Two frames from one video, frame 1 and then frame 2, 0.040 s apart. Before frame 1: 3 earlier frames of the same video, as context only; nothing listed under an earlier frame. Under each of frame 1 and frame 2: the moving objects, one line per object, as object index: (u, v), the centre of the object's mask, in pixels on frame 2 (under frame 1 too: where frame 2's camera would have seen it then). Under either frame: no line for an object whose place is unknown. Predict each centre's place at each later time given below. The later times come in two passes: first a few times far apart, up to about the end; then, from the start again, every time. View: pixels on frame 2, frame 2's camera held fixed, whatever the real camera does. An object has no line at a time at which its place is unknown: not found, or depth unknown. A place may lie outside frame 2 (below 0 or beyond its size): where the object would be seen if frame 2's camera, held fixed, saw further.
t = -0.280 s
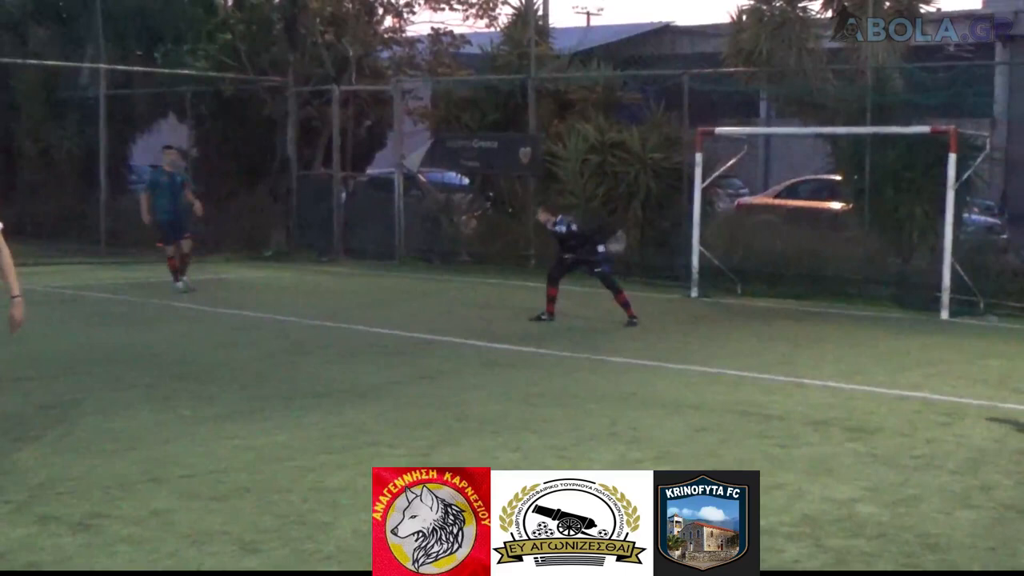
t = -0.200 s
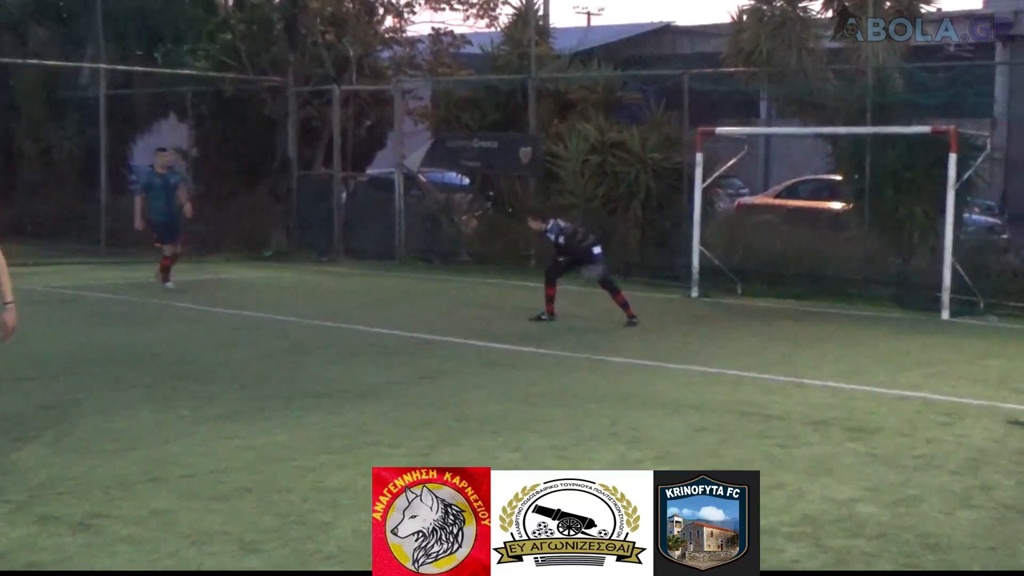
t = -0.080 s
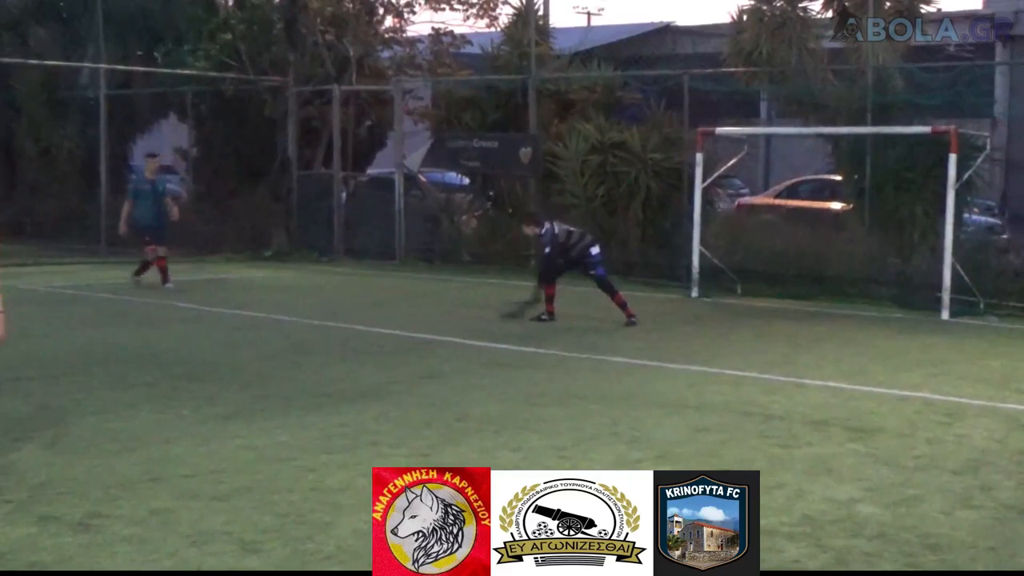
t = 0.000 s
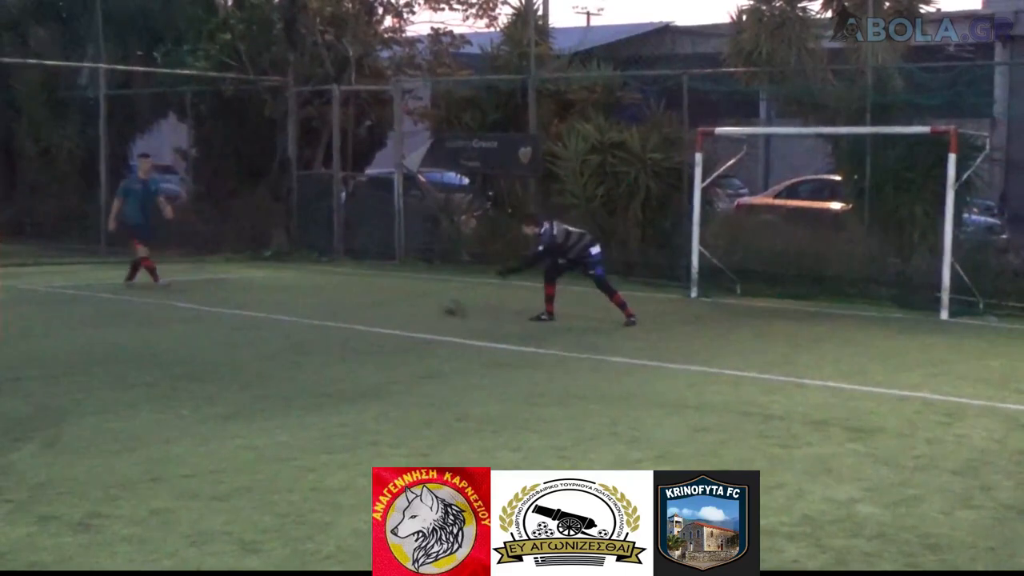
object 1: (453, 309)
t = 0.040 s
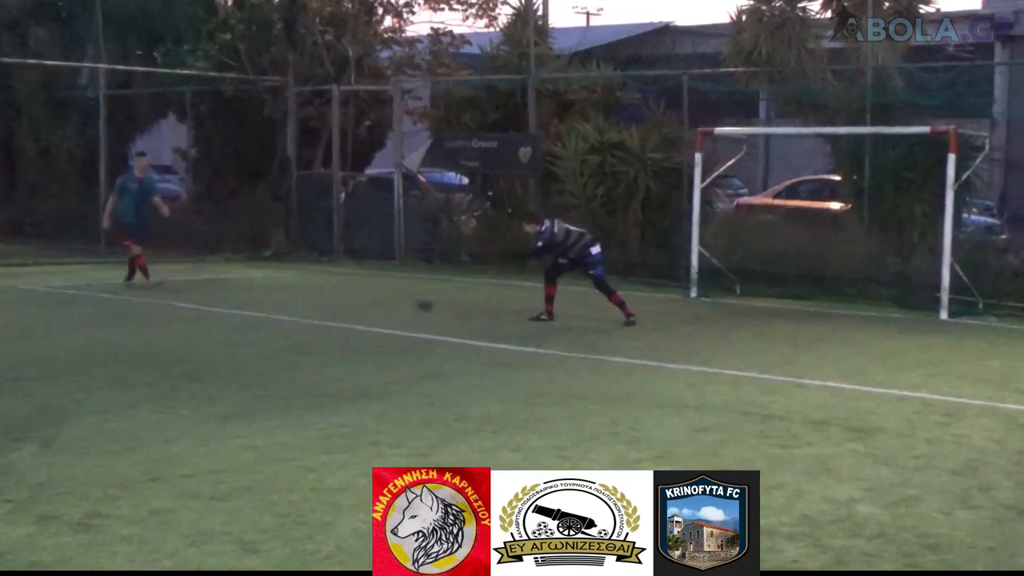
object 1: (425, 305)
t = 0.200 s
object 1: (328, 301)
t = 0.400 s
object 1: (236, 292)
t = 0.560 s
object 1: (171, 288)
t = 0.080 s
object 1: (401, 300)
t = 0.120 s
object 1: (376, 300)
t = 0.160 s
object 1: (353, 298)
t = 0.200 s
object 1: (328, 301)
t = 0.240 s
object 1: (308, 298)
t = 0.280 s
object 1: (288, 293)
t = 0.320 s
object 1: (269, 295)
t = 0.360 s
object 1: (251, 292)
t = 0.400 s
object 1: (236, 292)
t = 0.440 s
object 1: (218, 289)
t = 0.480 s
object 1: (202, 286)
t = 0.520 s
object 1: (187, 287)
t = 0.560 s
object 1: (171, 288)
